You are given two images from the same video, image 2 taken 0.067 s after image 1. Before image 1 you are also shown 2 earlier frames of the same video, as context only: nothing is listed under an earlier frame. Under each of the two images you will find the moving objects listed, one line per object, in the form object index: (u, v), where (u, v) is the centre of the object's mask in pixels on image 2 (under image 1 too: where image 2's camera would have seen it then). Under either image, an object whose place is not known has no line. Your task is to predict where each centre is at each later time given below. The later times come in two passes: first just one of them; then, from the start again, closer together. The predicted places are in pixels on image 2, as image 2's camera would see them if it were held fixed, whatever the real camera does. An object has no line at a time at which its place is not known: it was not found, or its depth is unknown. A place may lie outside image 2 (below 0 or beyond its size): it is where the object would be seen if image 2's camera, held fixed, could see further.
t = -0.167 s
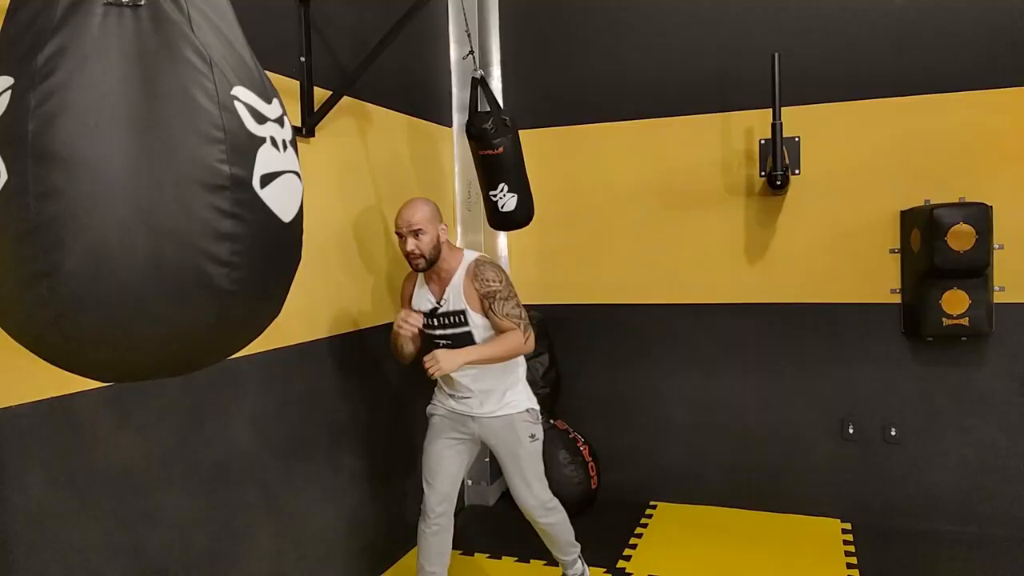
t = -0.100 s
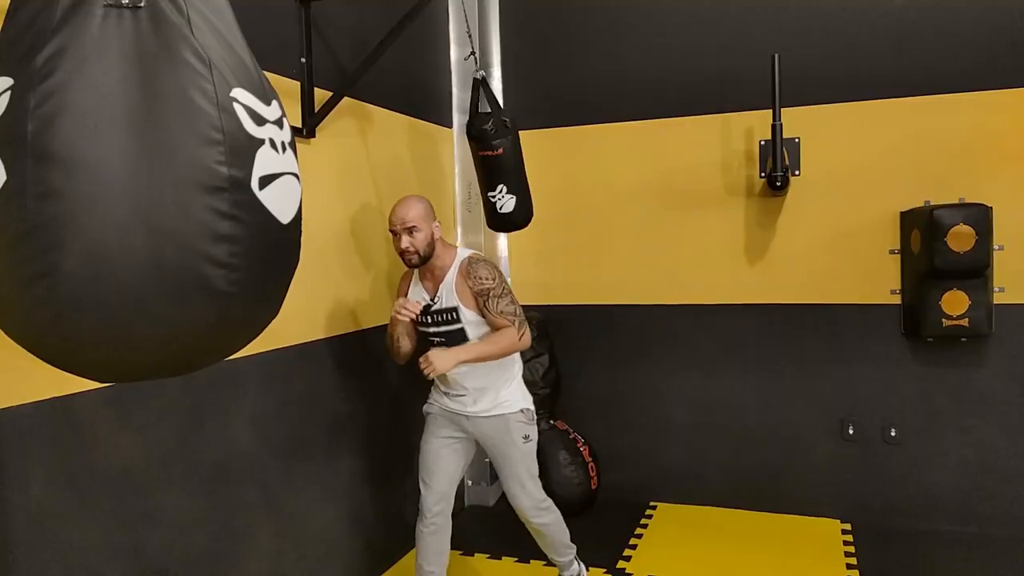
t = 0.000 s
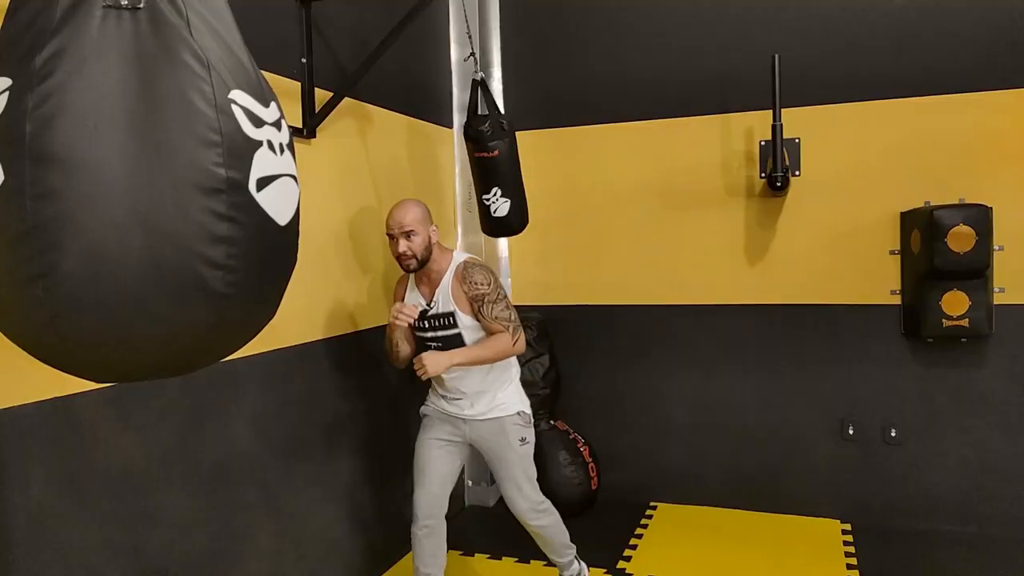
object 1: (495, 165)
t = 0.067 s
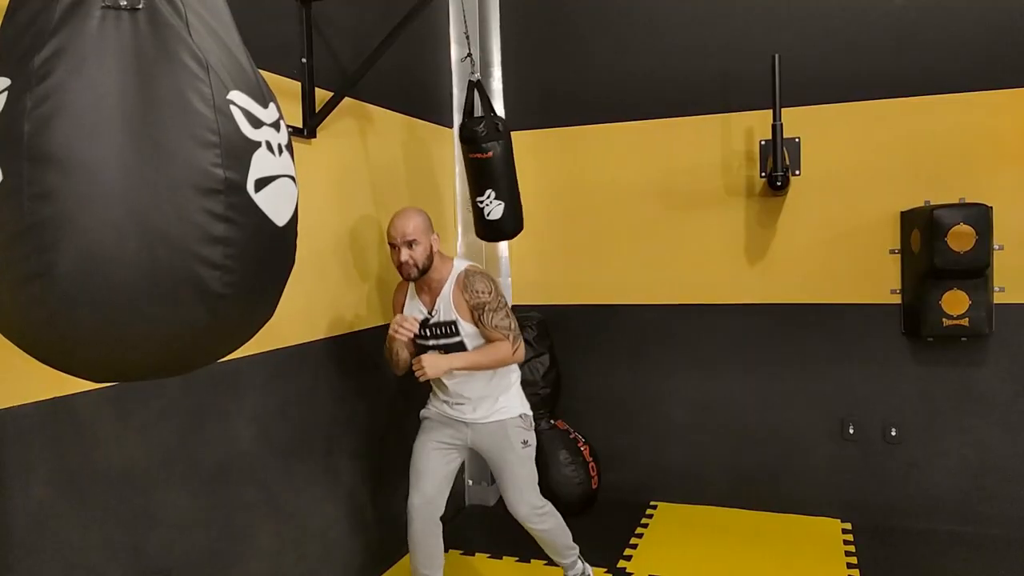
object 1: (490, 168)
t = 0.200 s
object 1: (476, 174)
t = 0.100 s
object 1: (487, 170)
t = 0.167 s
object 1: (480, 173)
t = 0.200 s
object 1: (476, 174)
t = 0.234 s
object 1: (471, 175)
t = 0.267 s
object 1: (467, 176)
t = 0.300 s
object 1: (462, 176)
